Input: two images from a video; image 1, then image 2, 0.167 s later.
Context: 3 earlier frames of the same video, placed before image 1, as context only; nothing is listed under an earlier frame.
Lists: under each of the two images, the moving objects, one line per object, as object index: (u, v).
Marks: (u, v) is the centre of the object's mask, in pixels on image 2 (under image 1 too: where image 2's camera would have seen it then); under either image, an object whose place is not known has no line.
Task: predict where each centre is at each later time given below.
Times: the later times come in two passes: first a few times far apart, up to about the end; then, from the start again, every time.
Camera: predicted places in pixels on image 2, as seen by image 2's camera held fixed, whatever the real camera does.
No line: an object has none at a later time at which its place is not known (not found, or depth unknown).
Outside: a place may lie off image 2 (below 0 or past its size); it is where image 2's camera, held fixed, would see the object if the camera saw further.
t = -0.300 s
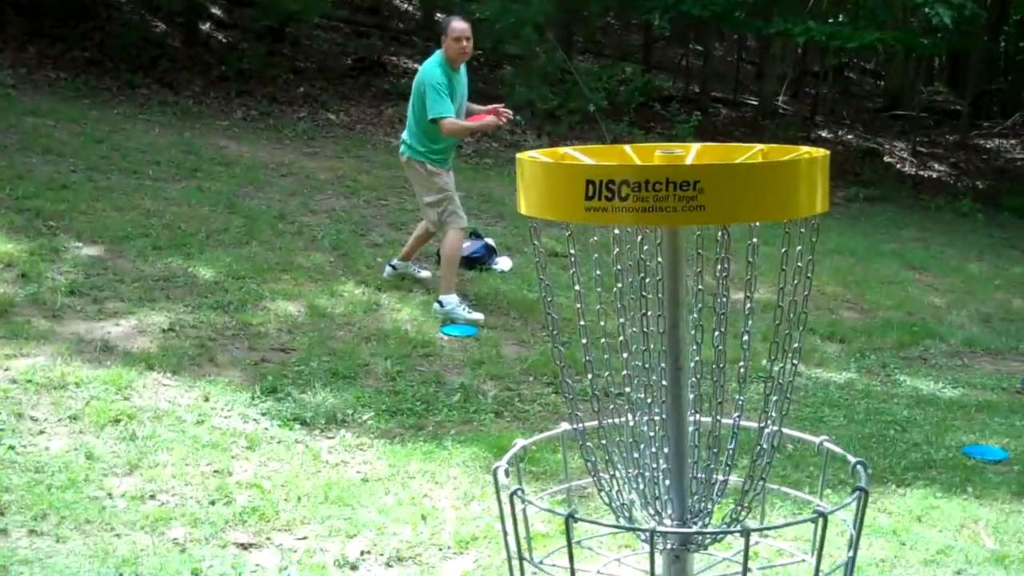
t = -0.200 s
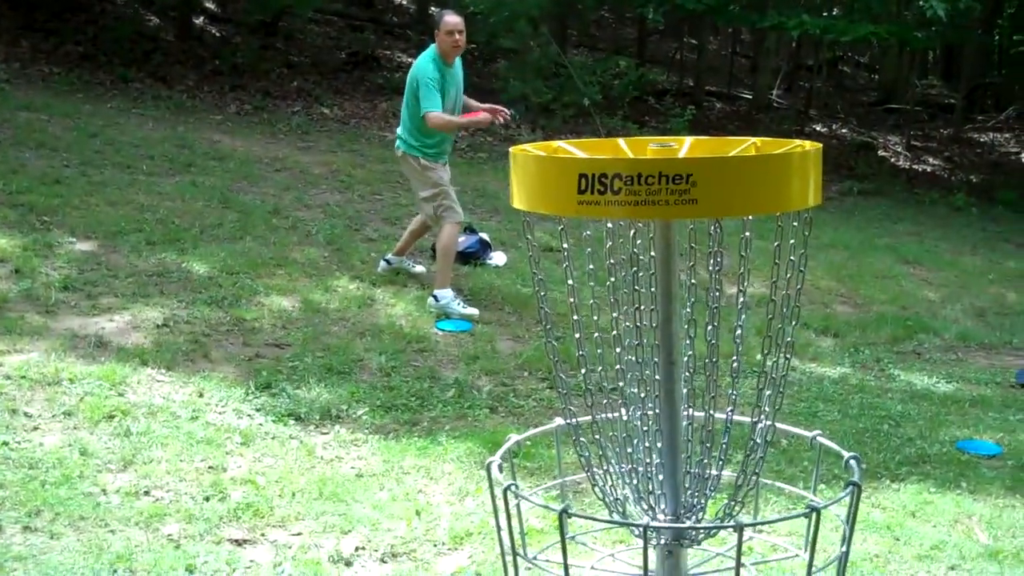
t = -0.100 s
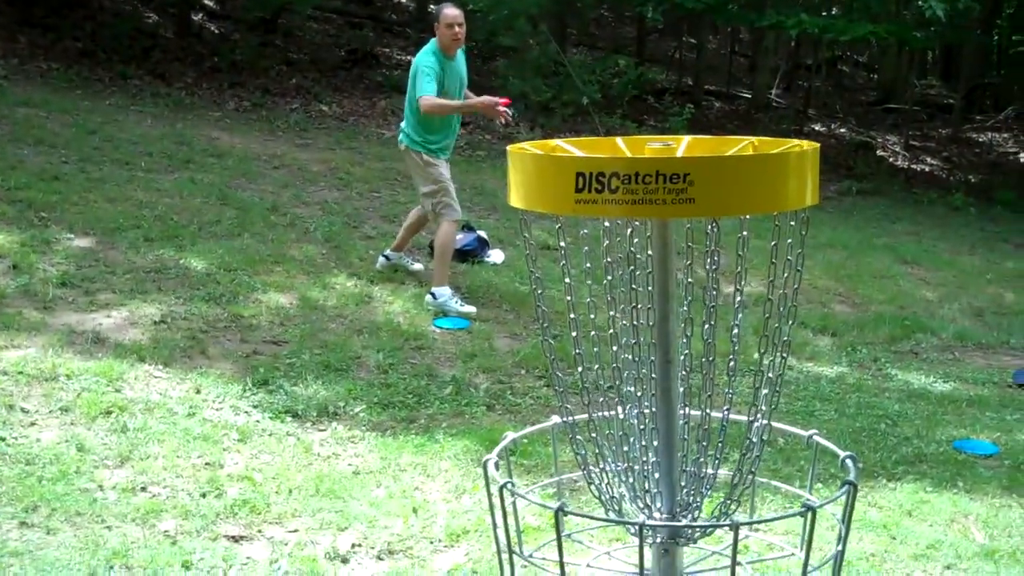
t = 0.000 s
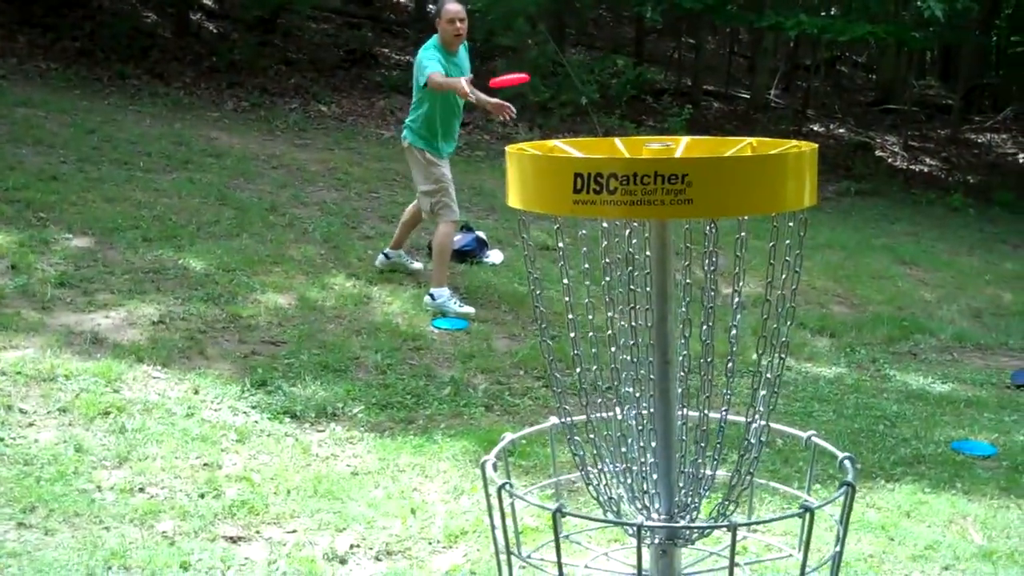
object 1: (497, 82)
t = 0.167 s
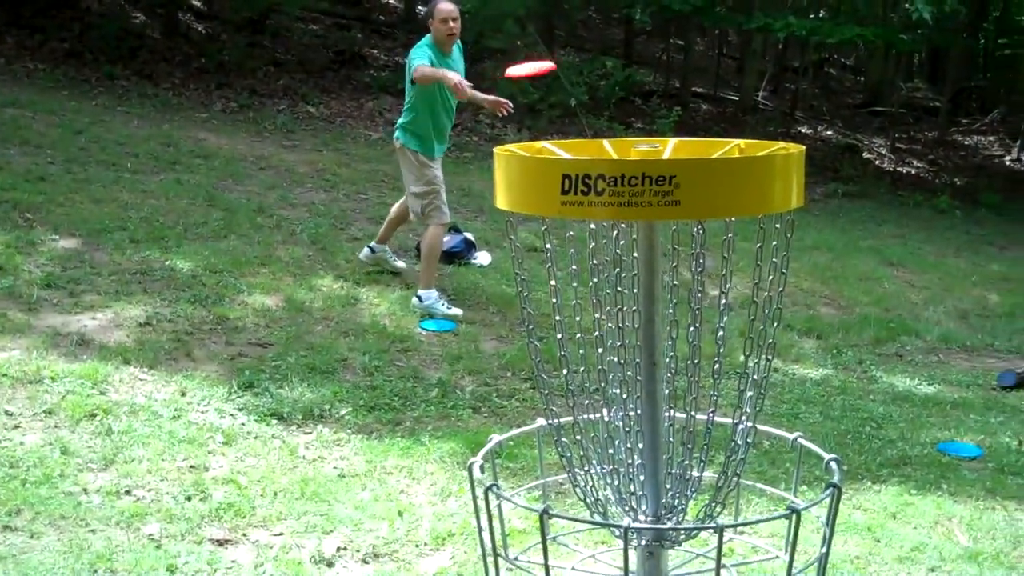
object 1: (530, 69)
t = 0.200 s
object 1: (537, 70)
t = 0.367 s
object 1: (592, 126)
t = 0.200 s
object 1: (537, 70)
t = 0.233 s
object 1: (546, 78)
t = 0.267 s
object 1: (556, 86)
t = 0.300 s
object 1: (567, 96)
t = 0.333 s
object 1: (579, 109)
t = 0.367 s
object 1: (592, 126)
